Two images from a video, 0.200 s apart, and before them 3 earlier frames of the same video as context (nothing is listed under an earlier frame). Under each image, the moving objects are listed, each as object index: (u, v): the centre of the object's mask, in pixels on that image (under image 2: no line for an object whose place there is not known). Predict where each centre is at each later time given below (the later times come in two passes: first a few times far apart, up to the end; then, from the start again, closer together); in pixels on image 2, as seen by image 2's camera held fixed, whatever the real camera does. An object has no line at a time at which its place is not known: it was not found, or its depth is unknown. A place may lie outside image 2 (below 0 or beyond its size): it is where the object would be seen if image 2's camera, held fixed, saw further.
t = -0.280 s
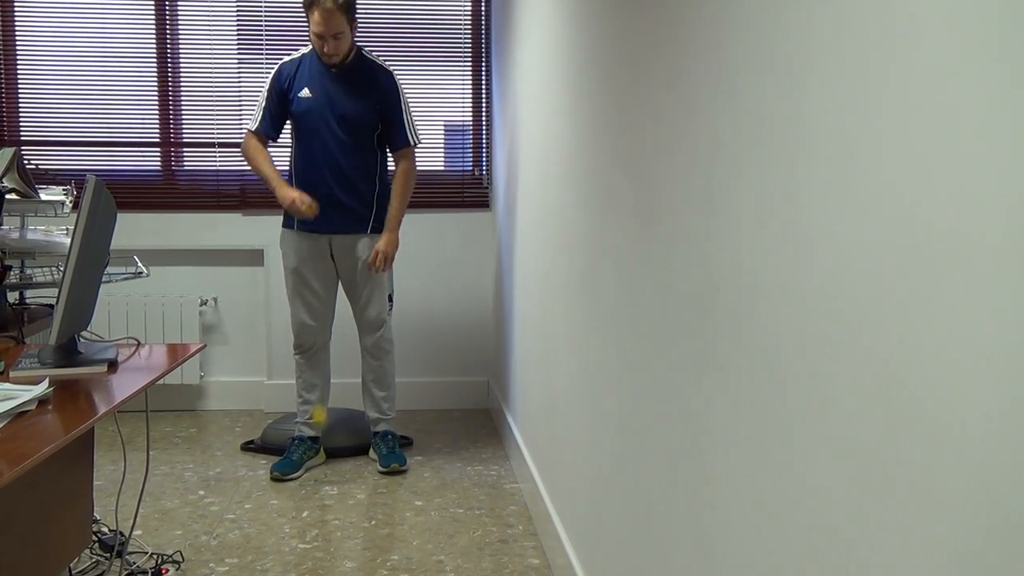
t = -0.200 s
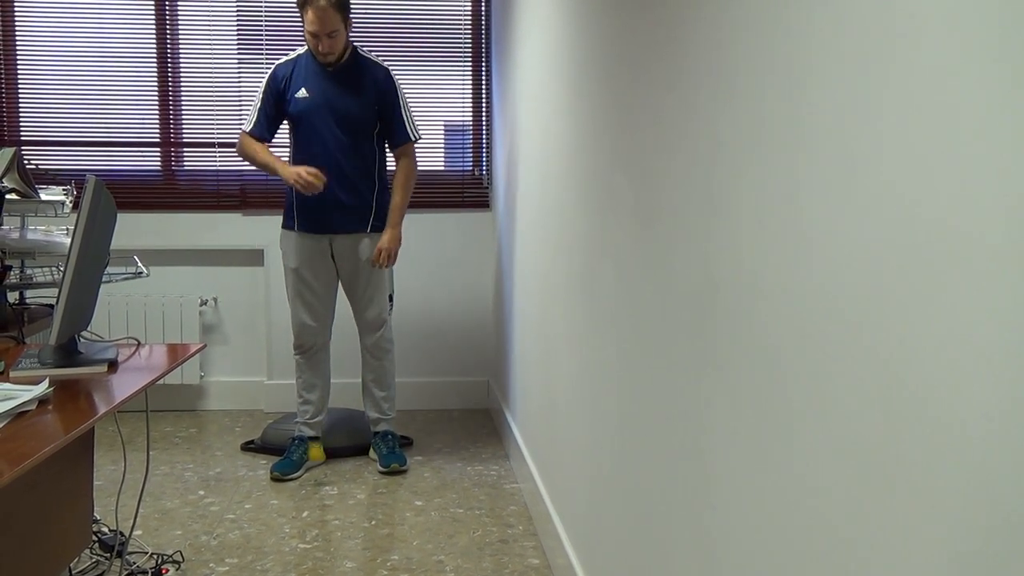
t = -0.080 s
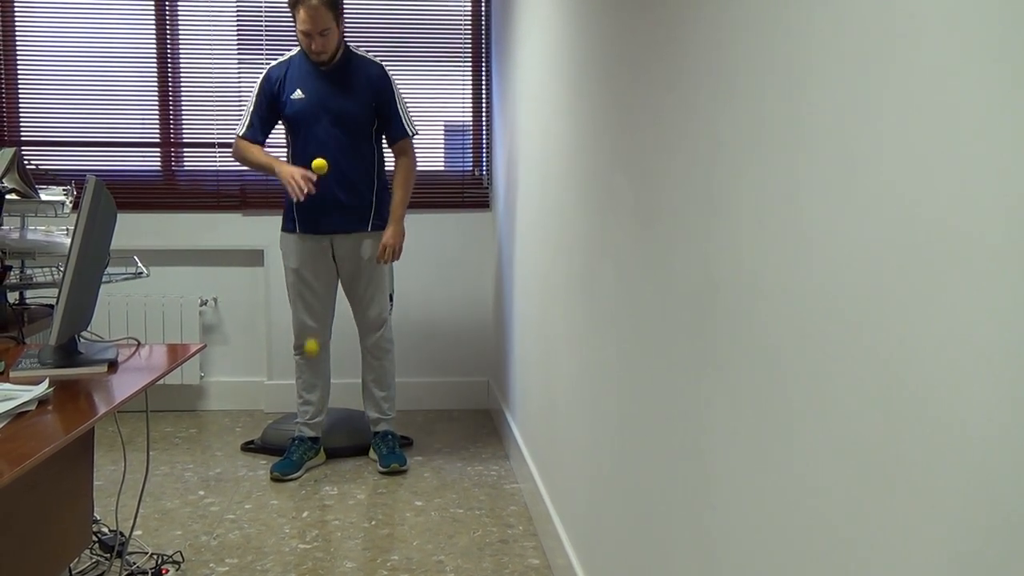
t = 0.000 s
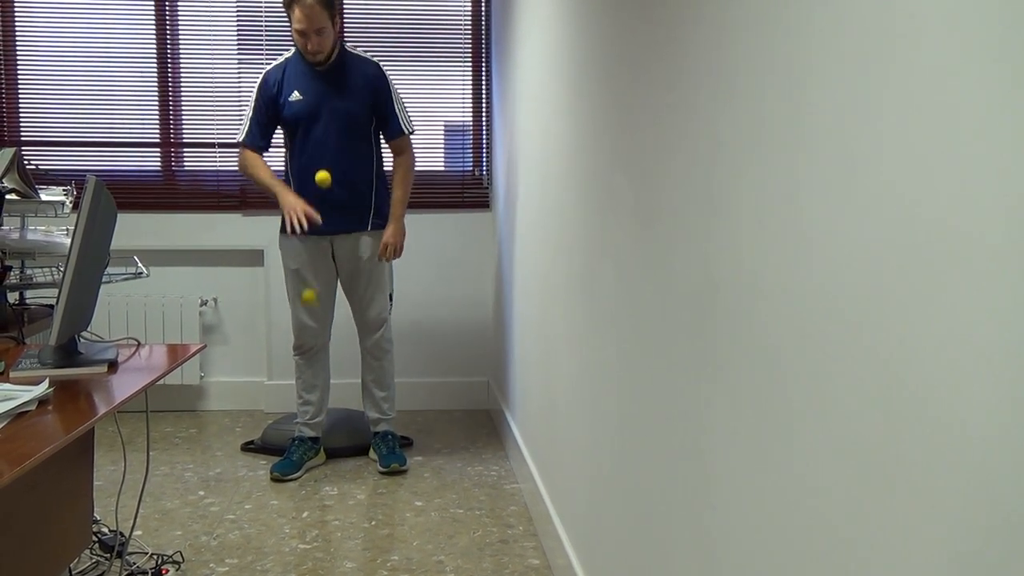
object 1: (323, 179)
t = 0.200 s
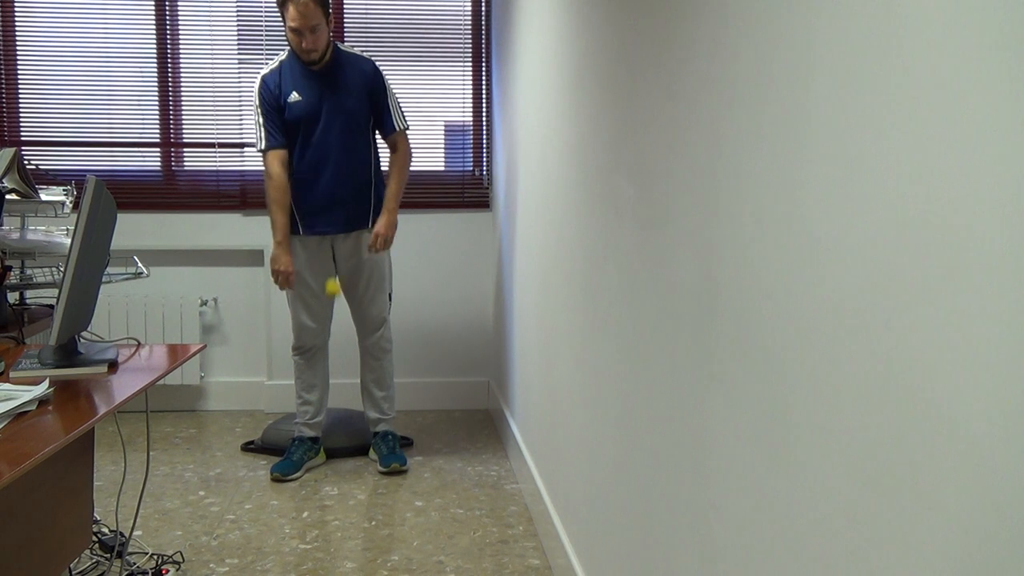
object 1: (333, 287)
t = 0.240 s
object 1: (335, 322)
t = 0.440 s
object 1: (344, 421)
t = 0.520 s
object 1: (346, 350)
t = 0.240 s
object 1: (335, 322)
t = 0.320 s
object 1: (339, 408)
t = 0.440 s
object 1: (344, 421)
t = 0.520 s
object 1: (346, 350)
